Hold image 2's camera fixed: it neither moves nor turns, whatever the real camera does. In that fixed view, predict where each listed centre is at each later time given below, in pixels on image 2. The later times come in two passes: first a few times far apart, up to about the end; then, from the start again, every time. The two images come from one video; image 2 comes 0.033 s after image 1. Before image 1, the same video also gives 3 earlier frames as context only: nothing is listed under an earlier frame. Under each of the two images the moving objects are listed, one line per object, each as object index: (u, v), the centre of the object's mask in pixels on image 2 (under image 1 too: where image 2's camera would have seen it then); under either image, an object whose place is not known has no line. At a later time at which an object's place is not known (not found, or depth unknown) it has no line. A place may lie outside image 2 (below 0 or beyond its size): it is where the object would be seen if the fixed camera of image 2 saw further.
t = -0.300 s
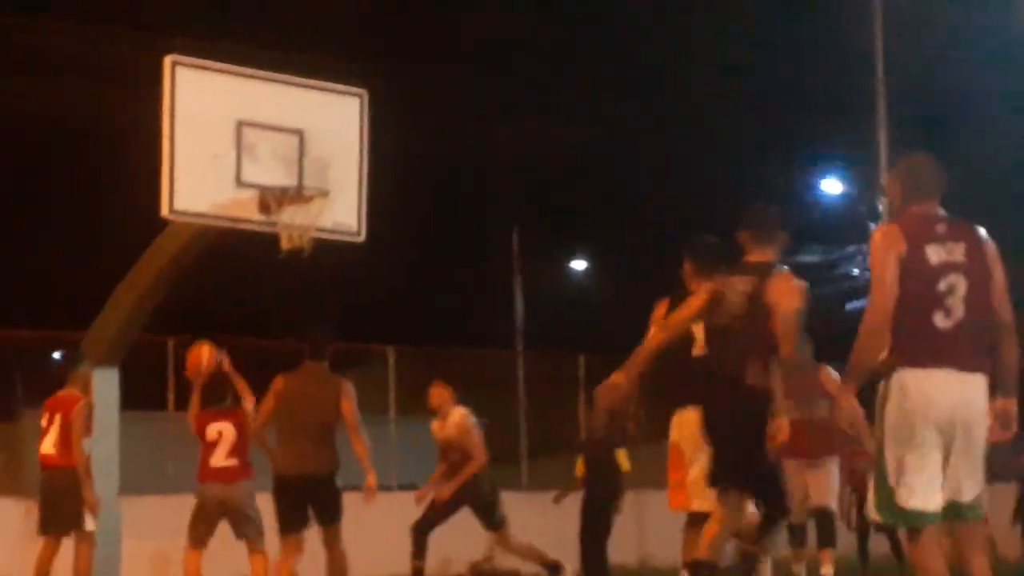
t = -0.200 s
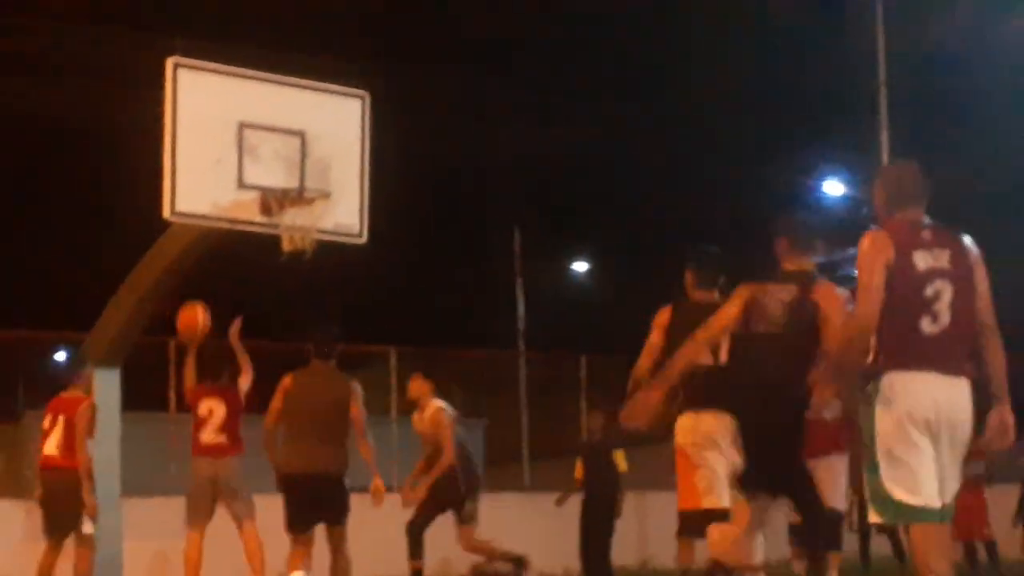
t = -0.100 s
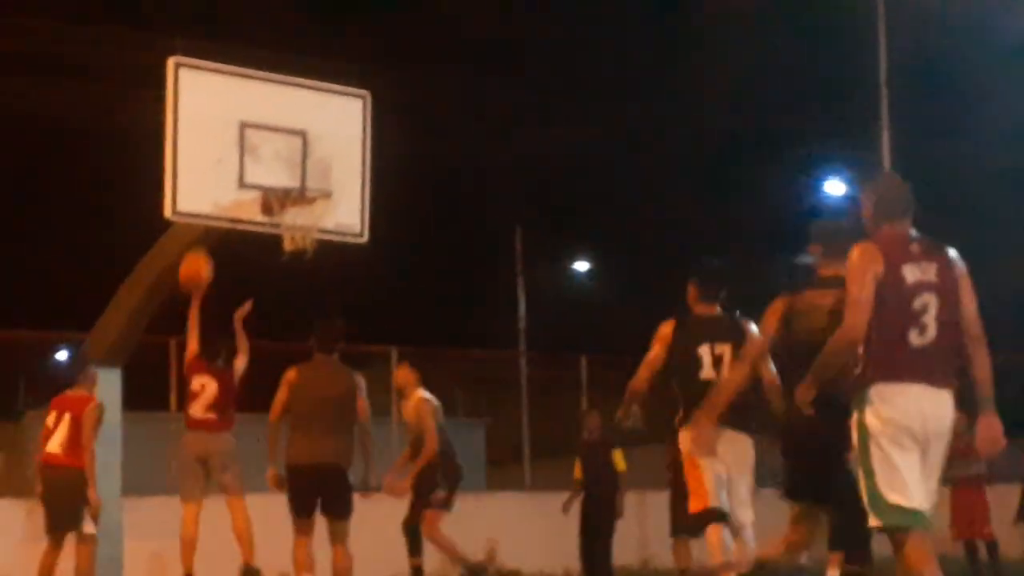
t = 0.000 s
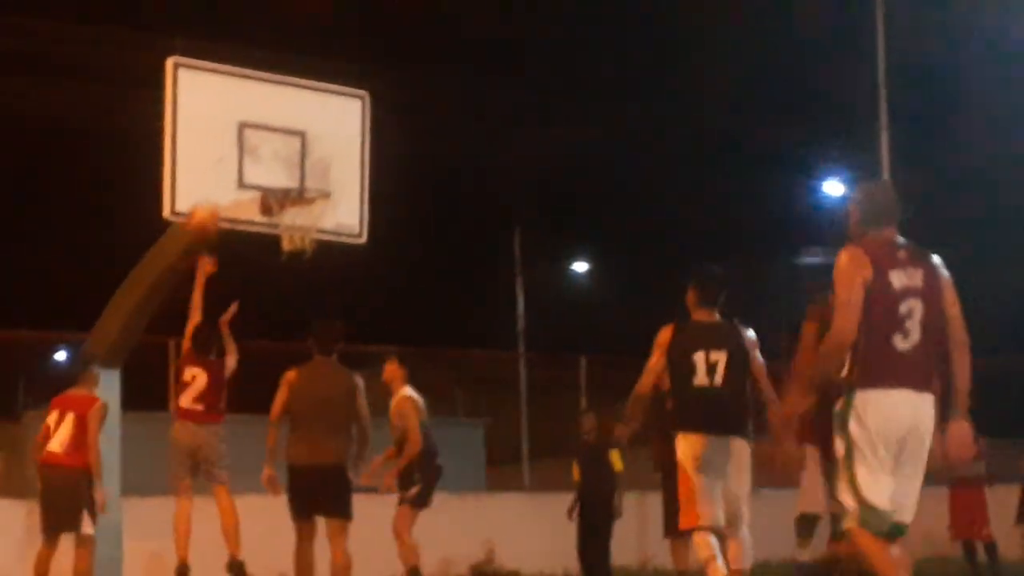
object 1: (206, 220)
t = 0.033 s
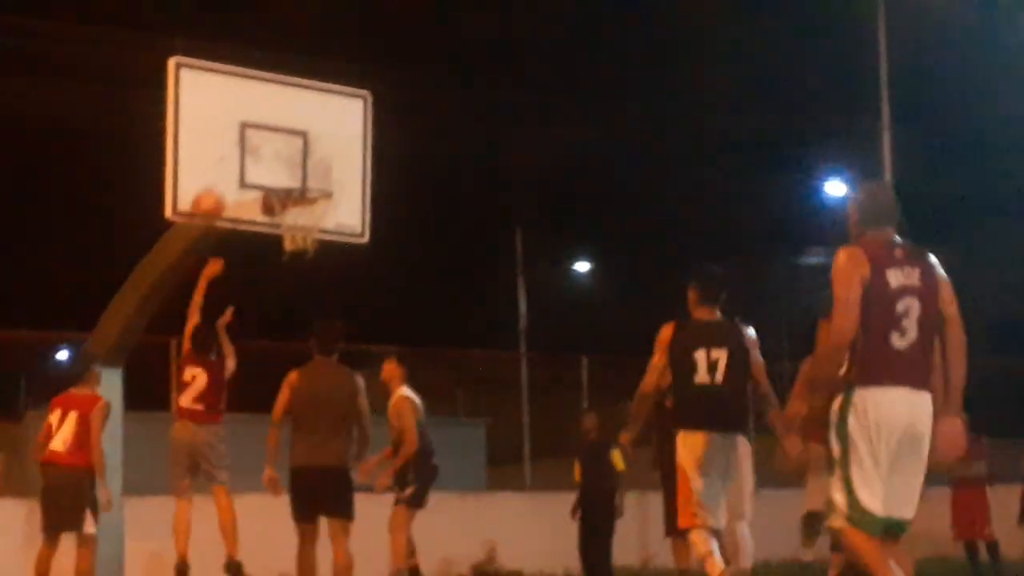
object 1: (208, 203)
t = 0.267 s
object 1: (243, 166)
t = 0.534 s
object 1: (248, 185)
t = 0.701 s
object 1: (233, 230)
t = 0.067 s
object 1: (211, 191)
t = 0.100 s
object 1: (214, 180)
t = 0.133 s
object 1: (217, 173)
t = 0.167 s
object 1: (222, 170)
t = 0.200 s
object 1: (229, 167)
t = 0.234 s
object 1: (235, 165)
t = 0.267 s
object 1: (243, 166)
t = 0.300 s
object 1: (248, 168)
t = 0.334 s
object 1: (254, 171)
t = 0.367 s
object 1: (260, 174)
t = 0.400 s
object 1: (260, 178)
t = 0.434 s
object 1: (256, 178)
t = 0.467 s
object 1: (255, 179)
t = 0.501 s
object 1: (252, 181)
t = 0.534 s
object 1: (248, 185)
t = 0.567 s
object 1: (244, 192)
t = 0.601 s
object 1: (242, 199)
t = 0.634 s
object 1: (239, 207)
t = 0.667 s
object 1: (235, 217)
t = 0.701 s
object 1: (233, 230)
